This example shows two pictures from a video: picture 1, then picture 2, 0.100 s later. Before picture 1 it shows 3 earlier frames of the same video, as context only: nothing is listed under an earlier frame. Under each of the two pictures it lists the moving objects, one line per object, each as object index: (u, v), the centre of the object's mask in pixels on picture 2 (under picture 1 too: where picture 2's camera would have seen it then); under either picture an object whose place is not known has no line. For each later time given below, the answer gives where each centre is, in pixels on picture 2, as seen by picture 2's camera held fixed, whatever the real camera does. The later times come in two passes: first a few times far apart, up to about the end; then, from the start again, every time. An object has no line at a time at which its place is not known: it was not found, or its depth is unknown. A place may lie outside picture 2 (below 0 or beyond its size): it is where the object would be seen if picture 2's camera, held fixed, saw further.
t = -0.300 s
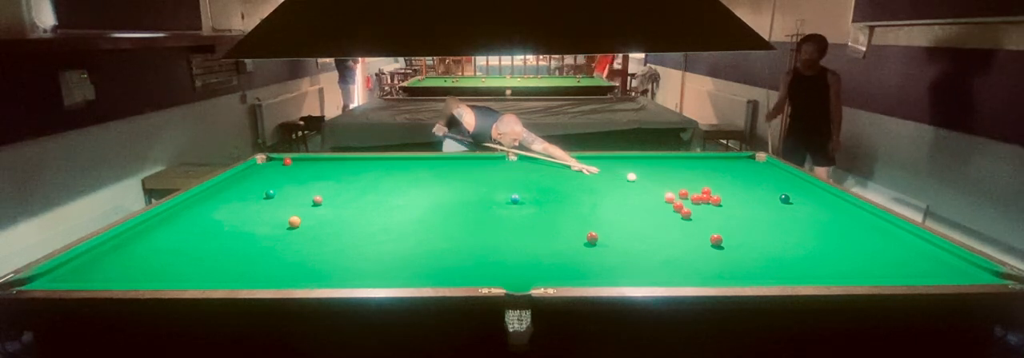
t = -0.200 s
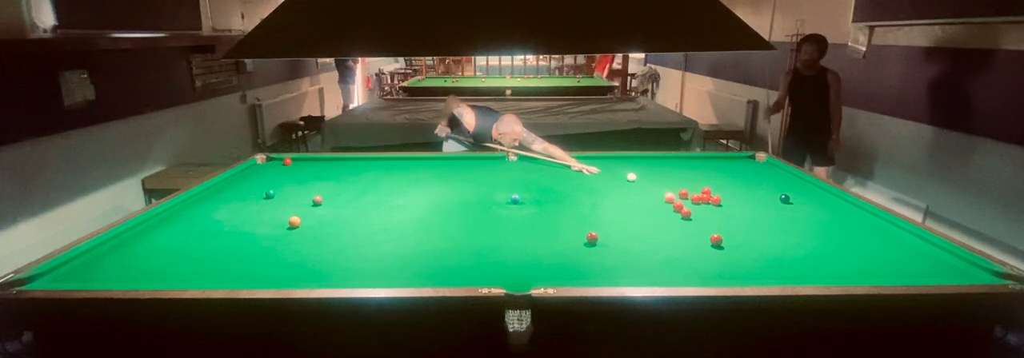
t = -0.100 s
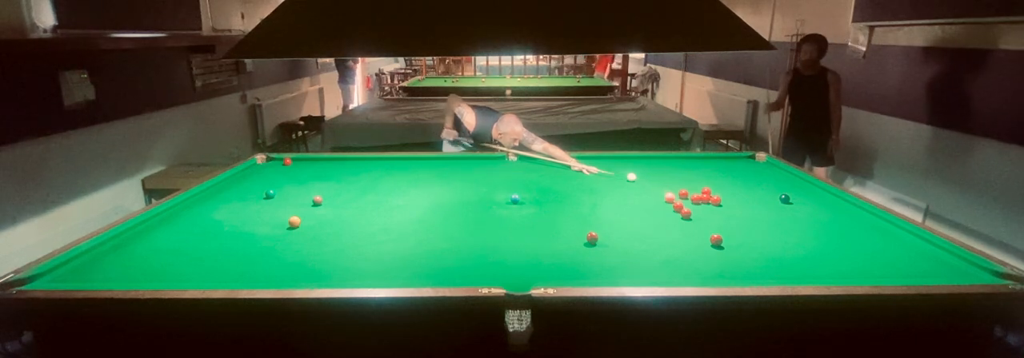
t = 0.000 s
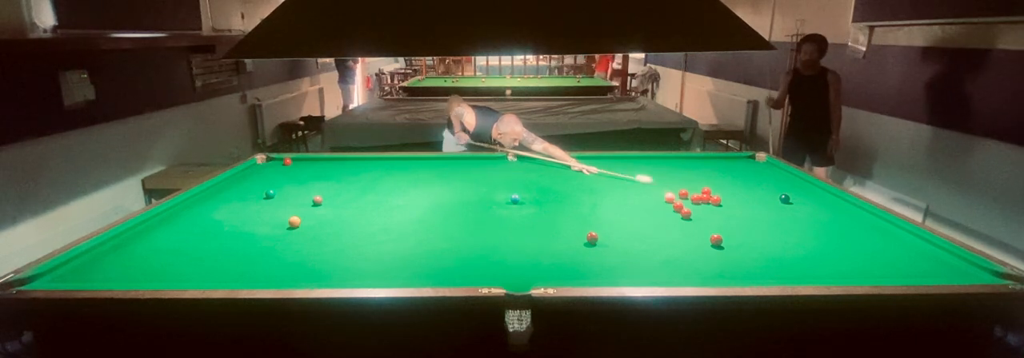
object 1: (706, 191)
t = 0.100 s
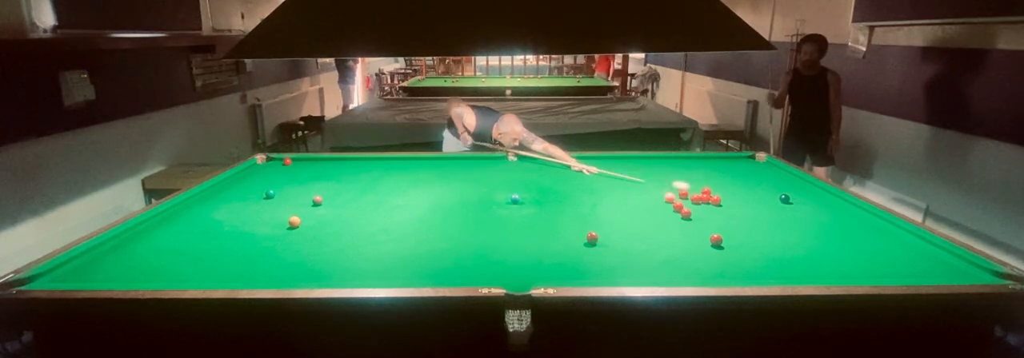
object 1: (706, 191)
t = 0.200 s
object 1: (721, 195)
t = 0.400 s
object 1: (766, 208)
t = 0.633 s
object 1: (823, 226)
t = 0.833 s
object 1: (878, 243)
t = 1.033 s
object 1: (942, 262)
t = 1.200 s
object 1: (1001, 276)
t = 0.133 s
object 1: (706, 190)
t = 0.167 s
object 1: (711, 191)
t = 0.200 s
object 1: (721, 195)
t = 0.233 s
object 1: (729, 198)
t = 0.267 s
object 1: (736, 200)
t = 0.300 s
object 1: (744, 202)
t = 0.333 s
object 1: (752, 205)
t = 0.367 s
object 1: (759, 207)
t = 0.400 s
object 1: (766, 208)
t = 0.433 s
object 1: (774, 211)
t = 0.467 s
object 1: (782, 212)
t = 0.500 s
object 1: (789, 215)
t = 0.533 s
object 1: (797, 218)
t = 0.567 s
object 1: (805, 220)
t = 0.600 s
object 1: (813, 223)
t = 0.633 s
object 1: (823, 226)
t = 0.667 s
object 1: (831, 228)
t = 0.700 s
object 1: (839, 230)
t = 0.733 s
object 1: (849, 233)
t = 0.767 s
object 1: (858, 236)
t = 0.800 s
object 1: (867, 239)
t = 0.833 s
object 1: (878, 243)
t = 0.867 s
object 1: (887, 245)
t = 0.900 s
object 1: (898, 248)
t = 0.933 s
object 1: (908, 252)
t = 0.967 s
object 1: (919, 255)
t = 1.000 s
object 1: (930, 258)
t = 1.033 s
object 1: (942, 262)
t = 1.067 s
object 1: (953, 265)
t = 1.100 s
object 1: (965, 269)
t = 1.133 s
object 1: (978, 272)
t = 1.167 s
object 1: (989, 273)
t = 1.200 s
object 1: (1001, 276)
